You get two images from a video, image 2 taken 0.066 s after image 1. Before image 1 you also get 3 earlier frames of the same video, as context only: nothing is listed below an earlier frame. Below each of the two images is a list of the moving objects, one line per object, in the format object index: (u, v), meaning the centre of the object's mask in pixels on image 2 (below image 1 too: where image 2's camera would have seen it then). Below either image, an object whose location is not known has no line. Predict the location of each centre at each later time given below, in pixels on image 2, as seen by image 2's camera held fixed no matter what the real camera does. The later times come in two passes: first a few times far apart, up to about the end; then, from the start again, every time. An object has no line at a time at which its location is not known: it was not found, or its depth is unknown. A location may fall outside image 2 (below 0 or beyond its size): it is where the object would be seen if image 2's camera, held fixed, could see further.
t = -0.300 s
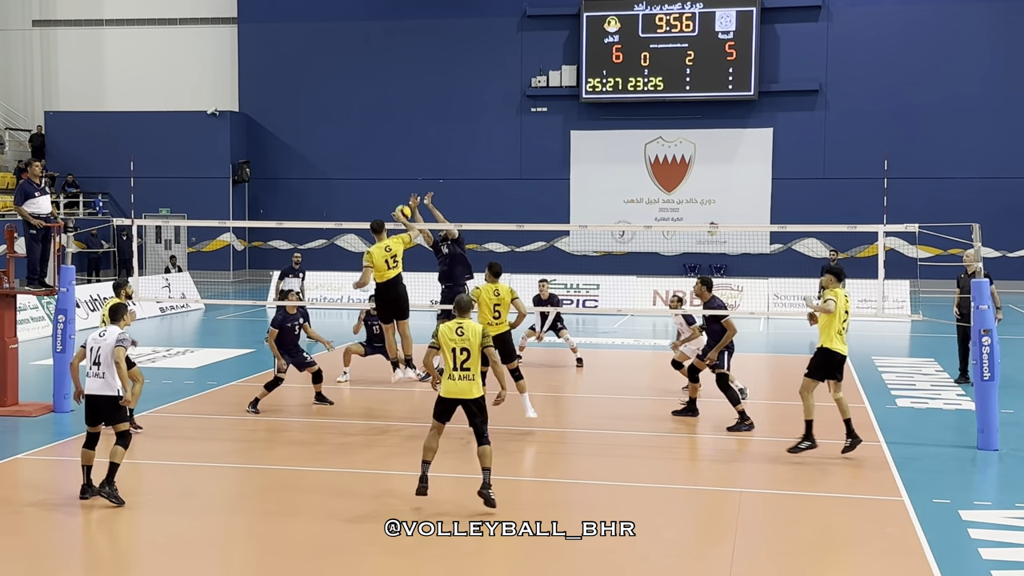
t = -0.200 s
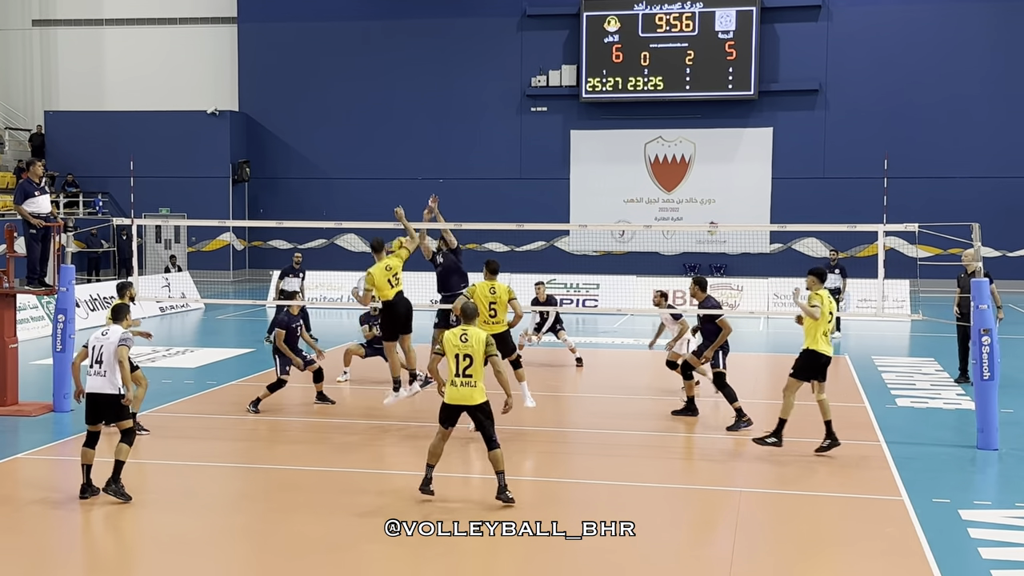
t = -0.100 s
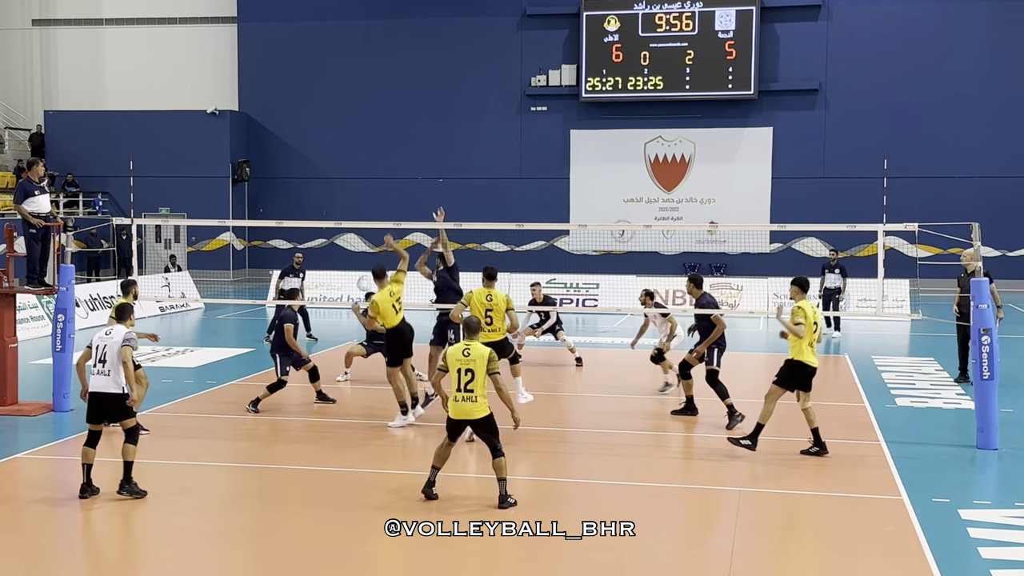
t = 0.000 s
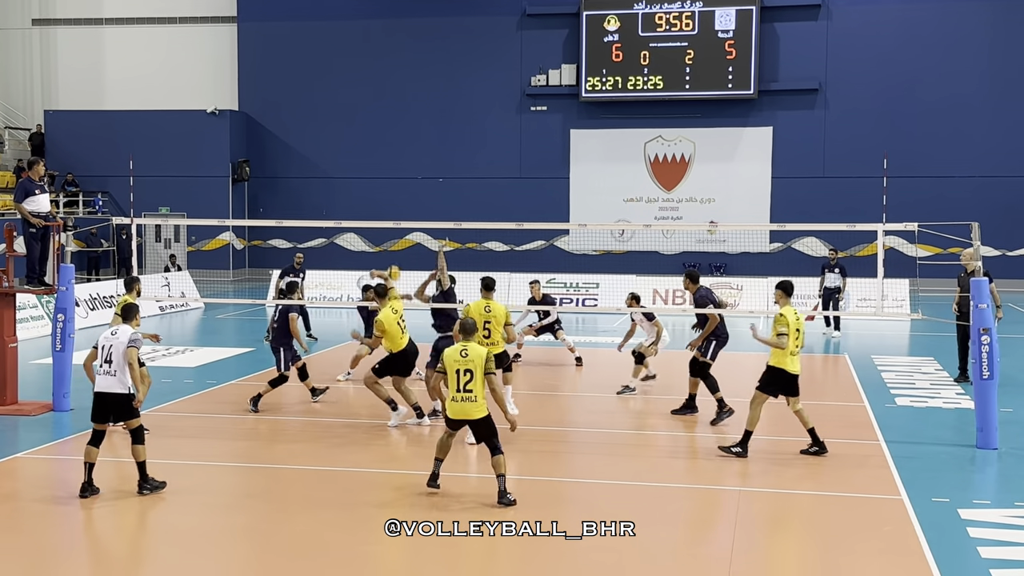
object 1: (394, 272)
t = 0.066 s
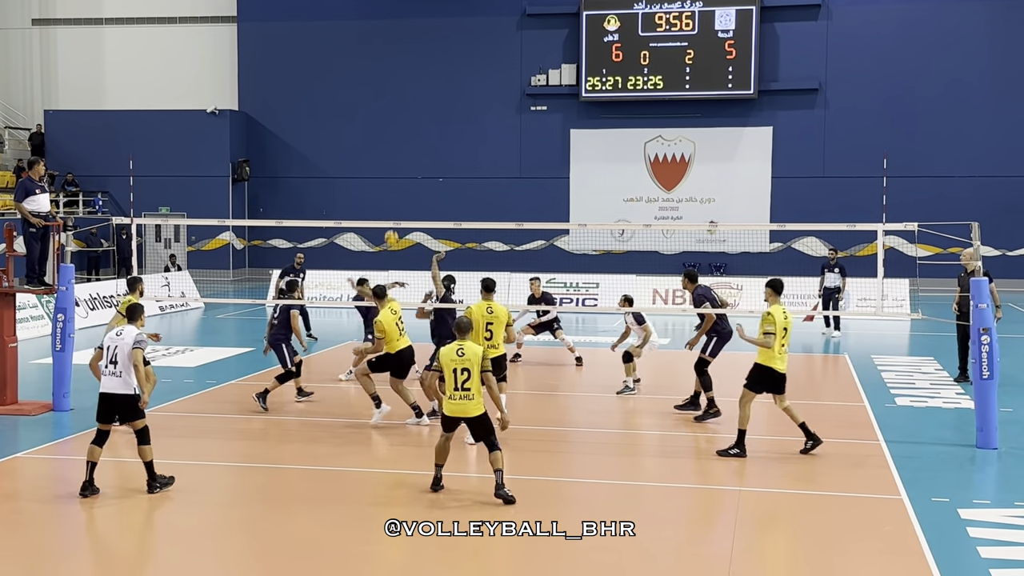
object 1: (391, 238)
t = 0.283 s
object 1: (385, 149)
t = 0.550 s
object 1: (378, 91)
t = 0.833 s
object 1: (371, 81)
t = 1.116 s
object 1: (365, 114)
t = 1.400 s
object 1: (360, 185)
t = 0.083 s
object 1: (391, 232)
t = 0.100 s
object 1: (390, 218)
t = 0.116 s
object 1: (390, 214)
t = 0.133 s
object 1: (389, 207)
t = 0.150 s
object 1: (388, 199)
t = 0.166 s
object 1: (388, 192)
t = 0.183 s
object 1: (388, 185)
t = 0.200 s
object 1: (387, 179)
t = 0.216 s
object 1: (387, 172)
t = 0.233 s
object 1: (386, 166)
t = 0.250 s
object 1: (385, 160)
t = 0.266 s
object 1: (385, 155)
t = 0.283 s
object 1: (385, 149)
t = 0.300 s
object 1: (384, 144)
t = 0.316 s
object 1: (384, 139)
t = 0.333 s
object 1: (383, 134)
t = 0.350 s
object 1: (383, 130)
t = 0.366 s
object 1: (382, 125)
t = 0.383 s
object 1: (382, 121)
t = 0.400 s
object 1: (381, 117)
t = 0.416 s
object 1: (381, 114)
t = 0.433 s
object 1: (381, 110)
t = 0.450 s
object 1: (380, 107)
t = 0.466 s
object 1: (380, 104)
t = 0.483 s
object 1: (379, 101)
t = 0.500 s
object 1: (379, 98)
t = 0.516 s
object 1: (378, 95)
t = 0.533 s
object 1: (378, 93)
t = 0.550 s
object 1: (378, 91)
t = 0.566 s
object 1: (377, 89)
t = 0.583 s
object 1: (377, 87)
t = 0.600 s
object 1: (376, 85)
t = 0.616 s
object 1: (376, 84)
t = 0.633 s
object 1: (376, 83)
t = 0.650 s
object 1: (375, 82)
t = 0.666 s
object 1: (375, 81)
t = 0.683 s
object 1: (375, 80)
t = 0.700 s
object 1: (374, 79)
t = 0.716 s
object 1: (374, 79)
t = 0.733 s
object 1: (373, 78)
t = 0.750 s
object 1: (373, 78)
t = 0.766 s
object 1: (373, 78)
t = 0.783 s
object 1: (372, 79)
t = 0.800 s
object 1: (372, 79)
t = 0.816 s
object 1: (372, 80)
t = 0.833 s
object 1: (371, 81)
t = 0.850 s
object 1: (371, 81)
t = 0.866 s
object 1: (371, 82)
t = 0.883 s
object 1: (370, 83)
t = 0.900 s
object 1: (370, 85)
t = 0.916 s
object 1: (370, 86)
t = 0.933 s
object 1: (369, 88)
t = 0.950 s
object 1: (369, 90)
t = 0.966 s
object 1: (369, 91)
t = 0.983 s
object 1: (368, 93)
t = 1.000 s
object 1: (368, 96)
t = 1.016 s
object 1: (367, 98)
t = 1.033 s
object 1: (367, 100)
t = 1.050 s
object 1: (367, 103)
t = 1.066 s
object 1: (366, 106)
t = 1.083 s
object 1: (366, 109)
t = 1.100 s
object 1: (366, 111)
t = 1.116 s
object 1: (365, 114)
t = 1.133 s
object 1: (365, 118)
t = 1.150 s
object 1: (365, 121)
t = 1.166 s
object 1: (365, 124)
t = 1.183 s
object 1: (364, 128)
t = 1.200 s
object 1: (364, 132)
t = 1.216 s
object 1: (364, 135)
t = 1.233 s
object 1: (363, 140)
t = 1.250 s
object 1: (363, 143)
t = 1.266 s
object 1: (363, 148)
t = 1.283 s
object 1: (362, 152)
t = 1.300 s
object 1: (362, 156)
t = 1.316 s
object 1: (362, 161)
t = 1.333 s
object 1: (361, 165)
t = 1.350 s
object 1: (361, 170)
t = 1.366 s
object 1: (360, 175)
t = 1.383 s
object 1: (360, 180)
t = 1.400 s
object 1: (360, 185)
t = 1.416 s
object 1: (359, 190)
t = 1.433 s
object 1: (359, 195)
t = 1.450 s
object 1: (358, 200)
